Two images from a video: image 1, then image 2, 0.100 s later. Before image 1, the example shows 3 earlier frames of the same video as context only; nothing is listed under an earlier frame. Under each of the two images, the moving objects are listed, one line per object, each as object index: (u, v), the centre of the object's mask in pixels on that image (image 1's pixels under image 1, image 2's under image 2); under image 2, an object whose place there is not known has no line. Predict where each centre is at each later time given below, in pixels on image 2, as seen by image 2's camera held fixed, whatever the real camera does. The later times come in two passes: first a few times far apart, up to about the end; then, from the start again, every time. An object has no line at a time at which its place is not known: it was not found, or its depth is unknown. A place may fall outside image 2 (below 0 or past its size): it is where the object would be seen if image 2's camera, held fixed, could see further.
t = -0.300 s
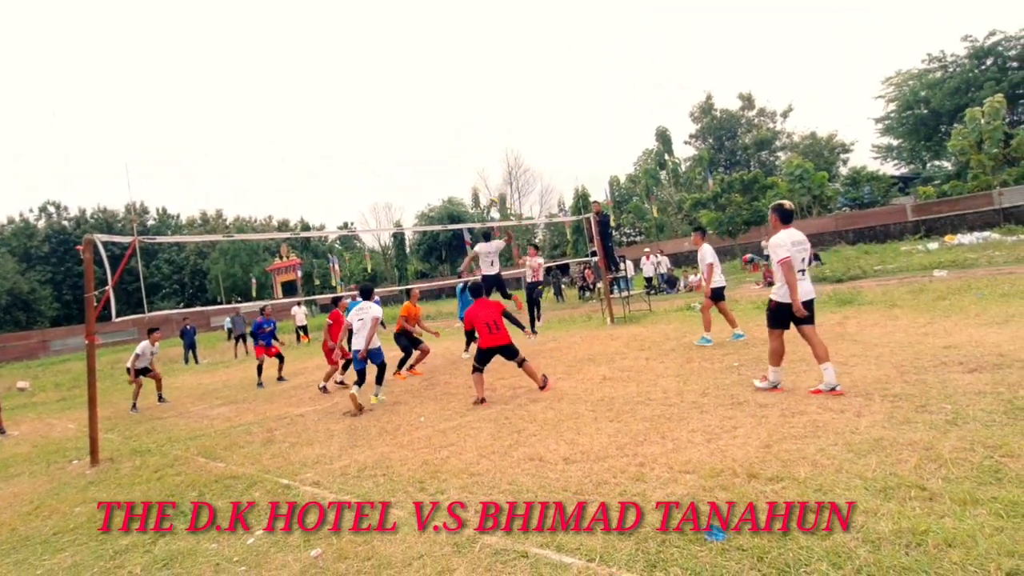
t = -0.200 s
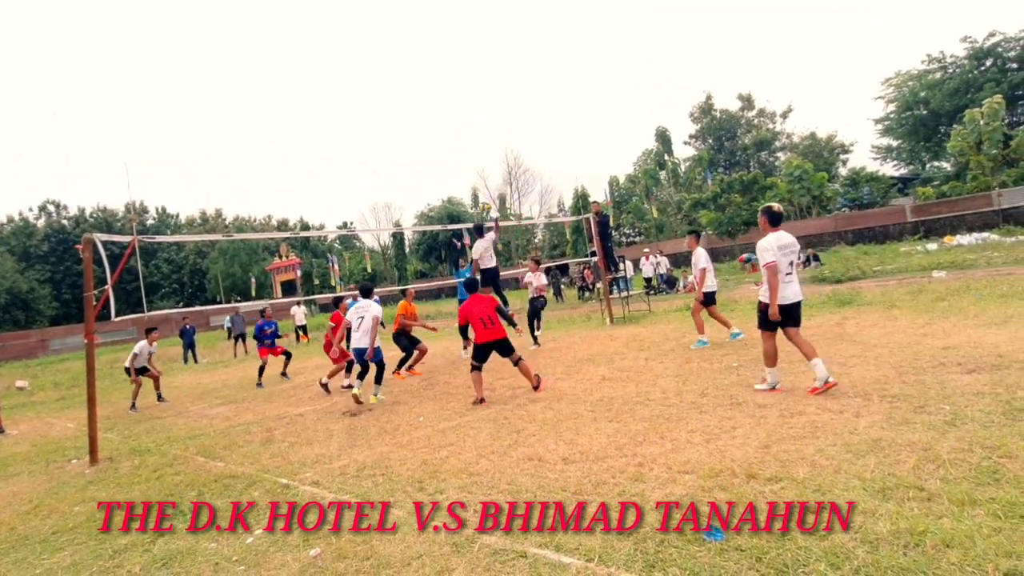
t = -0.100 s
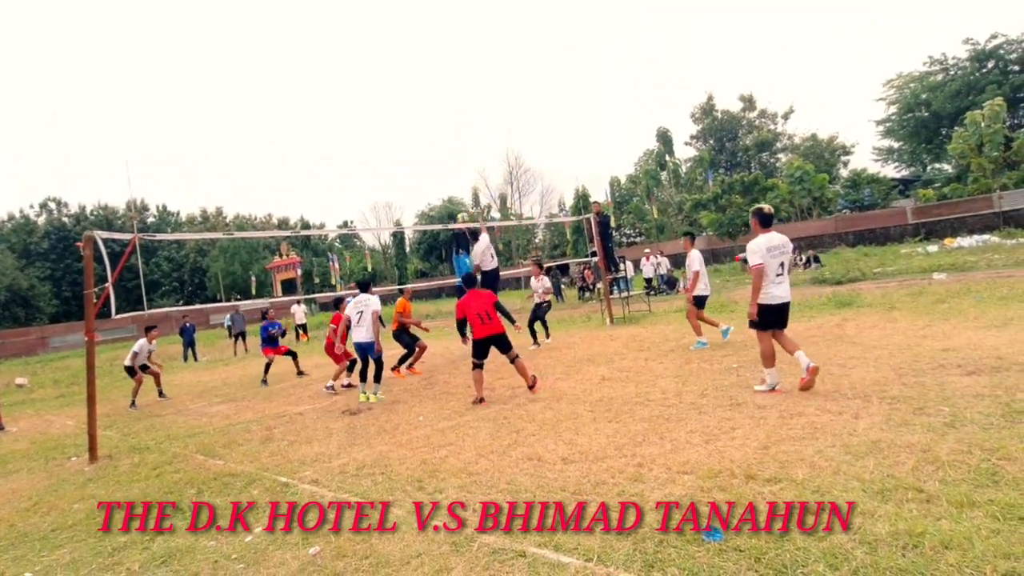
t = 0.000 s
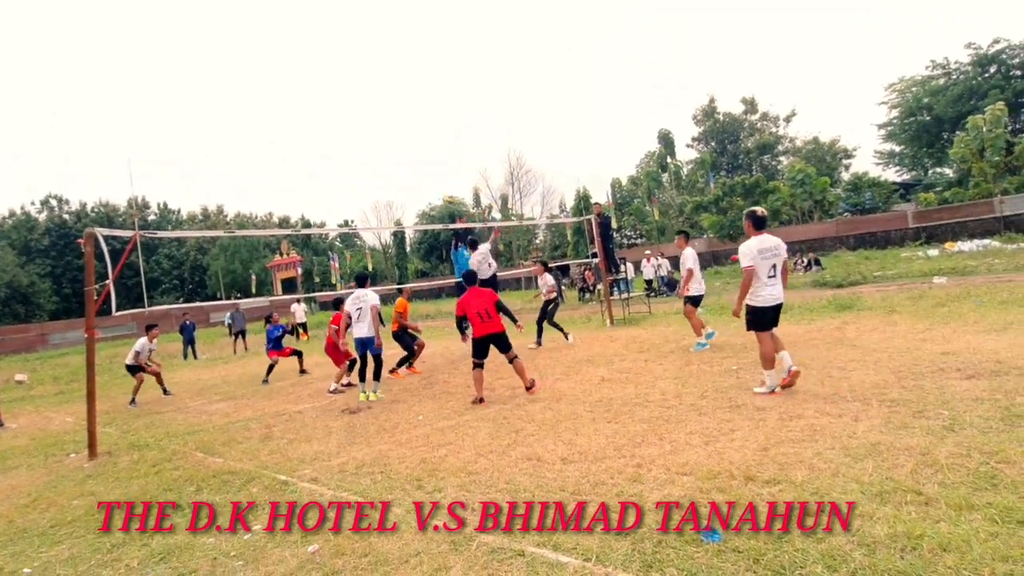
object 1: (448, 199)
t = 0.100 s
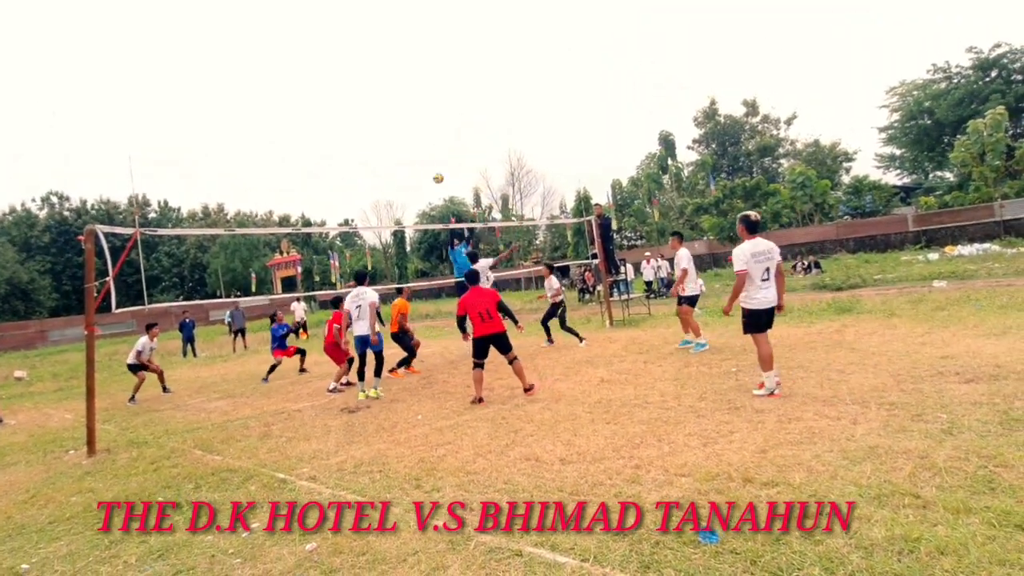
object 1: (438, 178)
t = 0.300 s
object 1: (417, 152)
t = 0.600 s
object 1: (393, 153)
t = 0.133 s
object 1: (434, 173)
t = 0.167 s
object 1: (431, 168)
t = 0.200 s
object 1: (427, 163)
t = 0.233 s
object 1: (424, 159)
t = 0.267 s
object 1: (421, 155)
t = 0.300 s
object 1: (417, 152)
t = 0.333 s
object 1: (414, 150)
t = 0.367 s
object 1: (411, 149)
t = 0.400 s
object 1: (409, 147)
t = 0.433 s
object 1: (406, 147)
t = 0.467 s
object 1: (403, 147)
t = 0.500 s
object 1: (400, 148)
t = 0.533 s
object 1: (398, 149)
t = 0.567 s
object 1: (395, 151)
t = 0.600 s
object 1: (393, 153)
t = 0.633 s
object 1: (391, 156)
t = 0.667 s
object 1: (388, 159)
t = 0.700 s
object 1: (386, 163)
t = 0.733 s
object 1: (384, 168)
